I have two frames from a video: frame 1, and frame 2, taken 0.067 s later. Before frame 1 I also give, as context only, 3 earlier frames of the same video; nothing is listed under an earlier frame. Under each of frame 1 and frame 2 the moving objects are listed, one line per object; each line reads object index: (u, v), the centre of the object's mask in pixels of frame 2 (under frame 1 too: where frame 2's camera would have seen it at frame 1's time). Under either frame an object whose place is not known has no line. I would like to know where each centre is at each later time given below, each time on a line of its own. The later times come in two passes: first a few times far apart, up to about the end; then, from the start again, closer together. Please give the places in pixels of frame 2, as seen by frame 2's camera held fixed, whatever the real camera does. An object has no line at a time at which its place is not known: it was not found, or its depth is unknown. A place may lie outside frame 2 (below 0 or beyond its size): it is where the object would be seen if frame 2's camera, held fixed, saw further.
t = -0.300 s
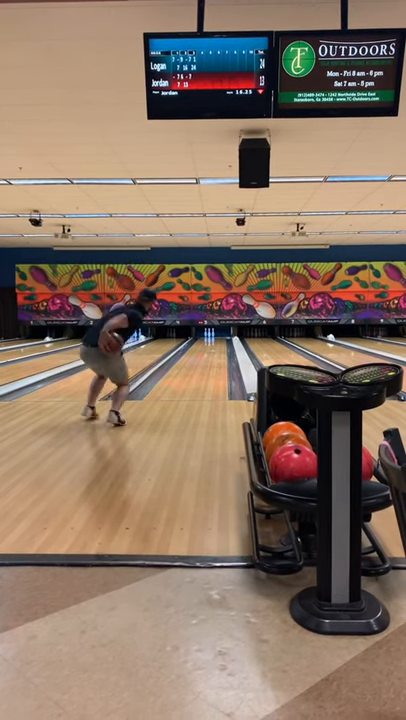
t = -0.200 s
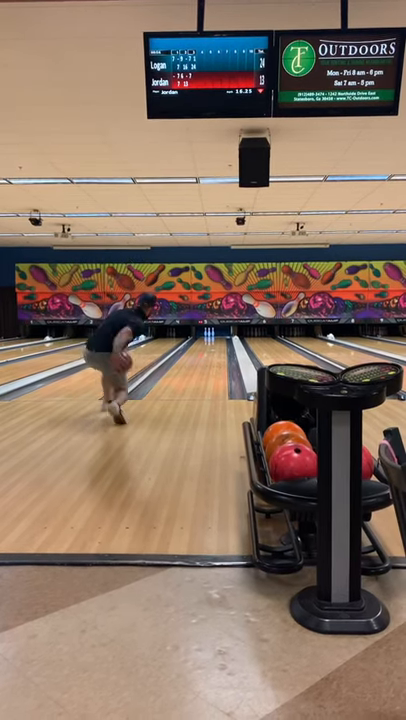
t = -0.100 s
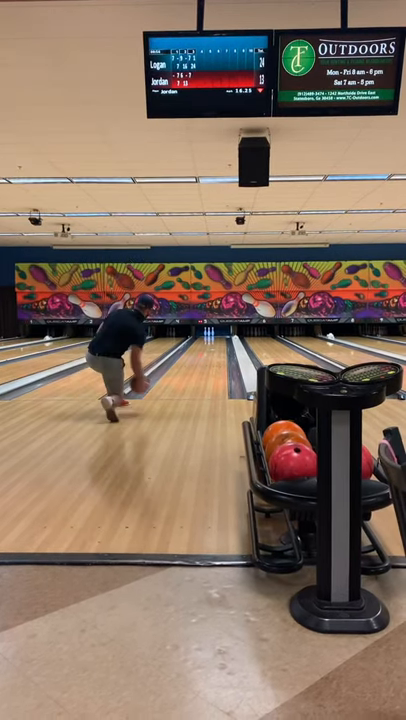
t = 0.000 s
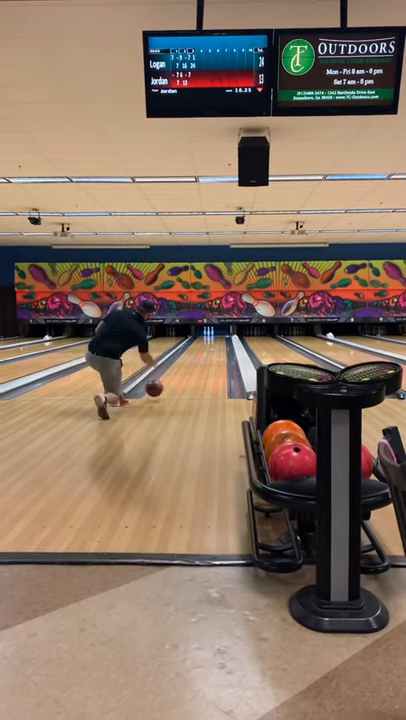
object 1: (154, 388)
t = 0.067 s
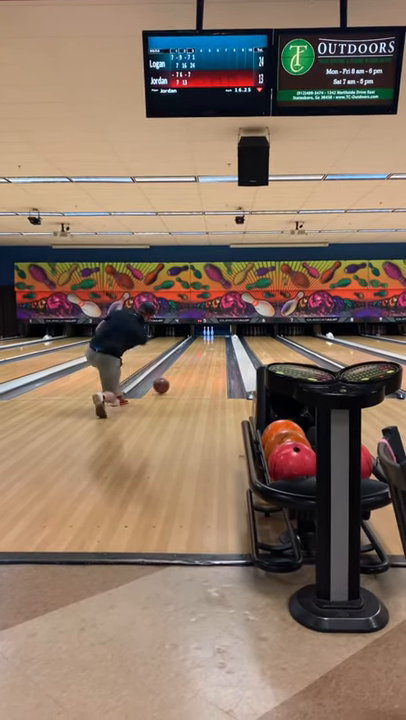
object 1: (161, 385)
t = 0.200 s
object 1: (172, 376)
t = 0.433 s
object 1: (186, 365)
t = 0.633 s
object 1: (195, 356)
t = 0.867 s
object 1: (201, 350)
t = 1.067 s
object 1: (204, 347)
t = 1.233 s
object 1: (207, 344)
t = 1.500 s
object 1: (211, 341)
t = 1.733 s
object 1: (213, 337)
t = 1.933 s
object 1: (215, 335)
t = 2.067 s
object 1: (215, 334)
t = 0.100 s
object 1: (164, 382)
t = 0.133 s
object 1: (167, 381)
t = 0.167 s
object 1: (170, 379)
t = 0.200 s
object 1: (172, 376)
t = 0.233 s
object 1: (175, 374)
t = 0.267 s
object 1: (177, 373)
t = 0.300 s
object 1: (179, 371)
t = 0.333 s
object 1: (180, 369)
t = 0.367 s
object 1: (182, 367)
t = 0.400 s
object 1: (184, 366)
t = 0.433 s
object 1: (186, 365)
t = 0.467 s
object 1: (187, 363)
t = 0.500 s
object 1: (189, 361)
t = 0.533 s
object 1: (190, 360)
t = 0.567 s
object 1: (191, 359)
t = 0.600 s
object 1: (193, 357)
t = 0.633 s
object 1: (195, 356)
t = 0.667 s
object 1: (195, 355)
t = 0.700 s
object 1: (197, 354)
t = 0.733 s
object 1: (198, 351)
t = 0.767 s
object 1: (199, 351)
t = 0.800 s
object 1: (200, 350)
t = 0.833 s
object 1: (200, 350)
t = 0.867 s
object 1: (201, 350)
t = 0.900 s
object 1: (201, 349)
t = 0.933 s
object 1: (202, 348)
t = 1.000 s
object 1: (203, 347)
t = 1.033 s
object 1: (204, 347)
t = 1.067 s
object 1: (204, 347)
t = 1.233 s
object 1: (207, 344)
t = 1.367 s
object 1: (209, 342)
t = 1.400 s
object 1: (210, 342)
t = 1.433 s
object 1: (210, 341)
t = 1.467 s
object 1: (210, 341)
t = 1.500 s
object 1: (211, 341)
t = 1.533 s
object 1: (211, 340)
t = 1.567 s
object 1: (212, 339)
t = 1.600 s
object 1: (212, 339)
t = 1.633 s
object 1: (212, 339)
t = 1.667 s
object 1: (213, 338)
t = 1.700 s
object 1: (213, 337)
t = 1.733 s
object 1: (213, 337)
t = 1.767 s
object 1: (214, 337)
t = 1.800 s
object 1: (214, 337)
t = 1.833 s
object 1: (214, 336)
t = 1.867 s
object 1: (214, 336)
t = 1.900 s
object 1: (214, 336)
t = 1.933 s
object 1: (215, 335)
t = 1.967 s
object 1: (215, 335)
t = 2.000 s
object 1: (215, 335)
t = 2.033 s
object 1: (215, 334)
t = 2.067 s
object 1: (215, 334)
